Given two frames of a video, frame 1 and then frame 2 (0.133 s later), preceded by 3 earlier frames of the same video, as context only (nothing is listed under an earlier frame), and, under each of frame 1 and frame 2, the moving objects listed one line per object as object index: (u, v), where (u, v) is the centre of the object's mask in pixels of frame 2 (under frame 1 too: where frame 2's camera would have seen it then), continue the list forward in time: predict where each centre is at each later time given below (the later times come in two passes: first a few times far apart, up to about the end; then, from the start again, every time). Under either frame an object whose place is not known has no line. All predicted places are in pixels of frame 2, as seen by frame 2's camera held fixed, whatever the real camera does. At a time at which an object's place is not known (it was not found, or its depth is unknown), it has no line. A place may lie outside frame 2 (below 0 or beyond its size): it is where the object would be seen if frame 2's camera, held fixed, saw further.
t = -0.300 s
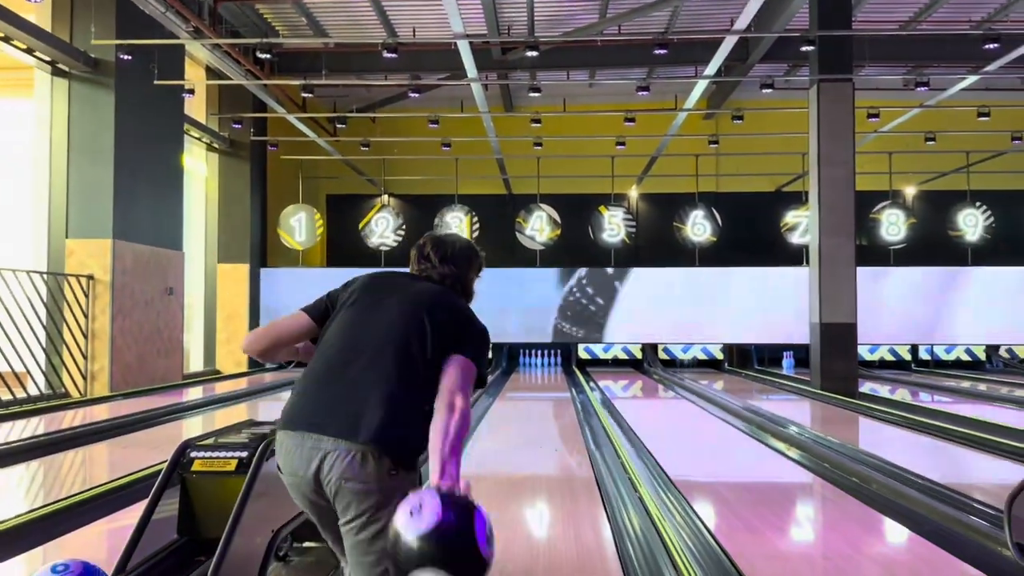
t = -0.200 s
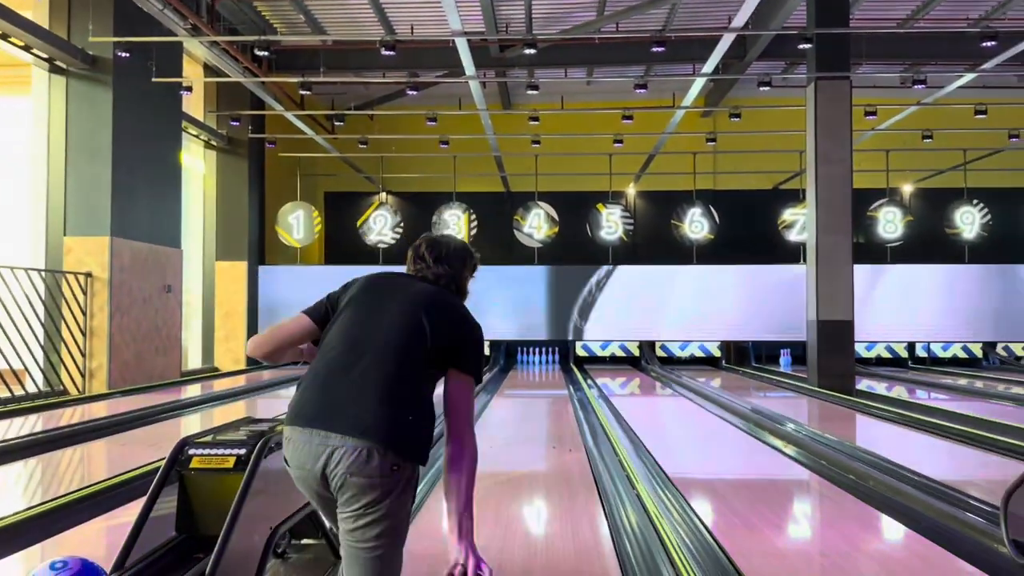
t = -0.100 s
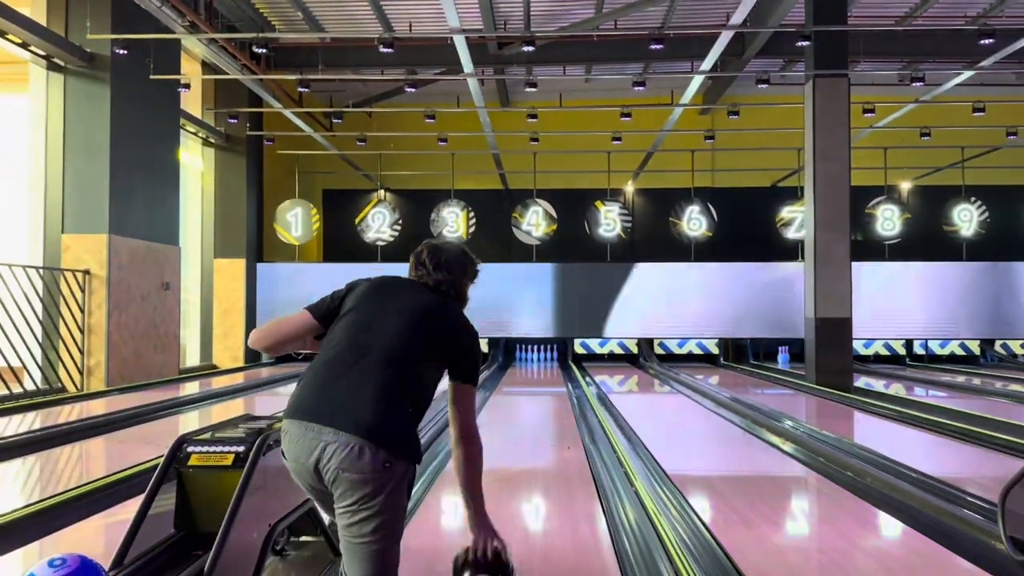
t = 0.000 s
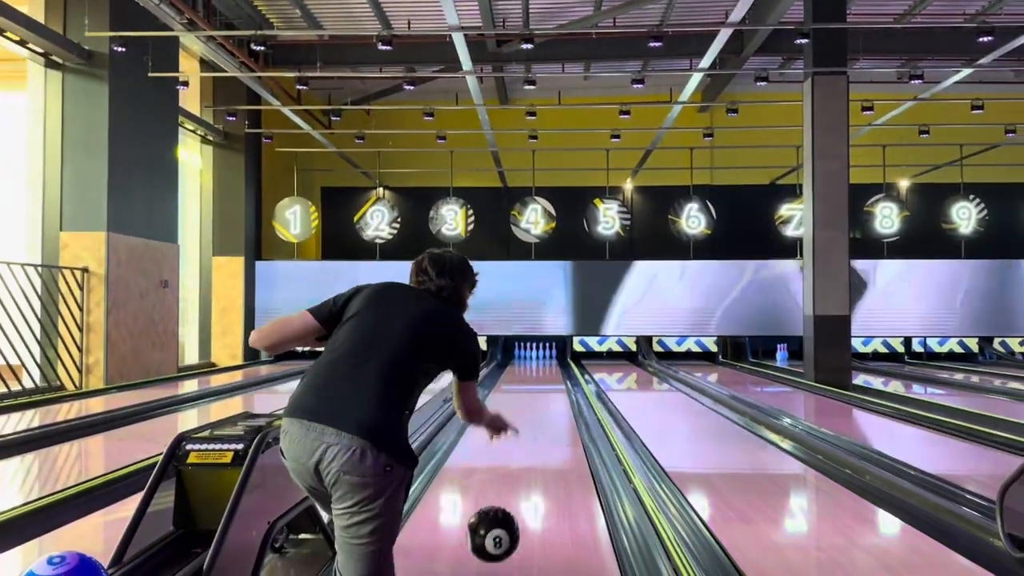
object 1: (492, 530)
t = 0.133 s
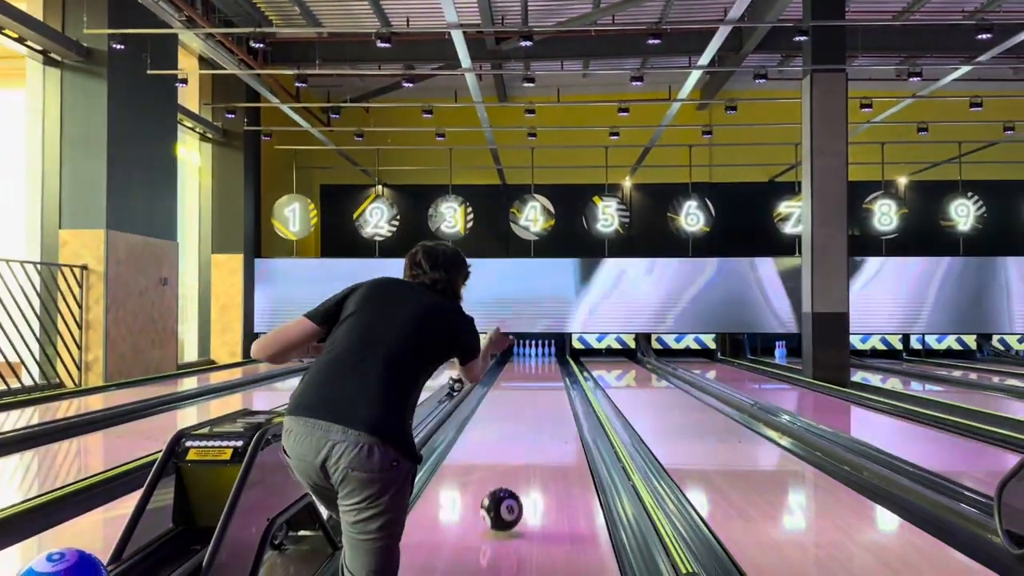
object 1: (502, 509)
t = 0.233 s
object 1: (506, 485)
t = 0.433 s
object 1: (513, 448)
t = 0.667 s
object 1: (517, 422)
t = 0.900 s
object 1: (520, 405)
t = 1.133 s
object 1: (522, 392)
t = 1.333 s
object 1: (522, 384)
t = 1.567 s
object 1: (524, 377)
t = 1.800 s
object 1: (524, 372)
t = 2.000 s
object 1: (524, 368)
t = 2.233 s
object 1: (525, 363)
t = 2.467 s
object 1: (526, 361)
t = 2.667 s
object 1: (526, 359)
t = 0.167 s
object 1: (503, 499)
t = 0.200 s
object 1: (505, 493)
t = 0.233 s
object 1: (506, 485)
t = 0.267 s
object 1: (508, 477)
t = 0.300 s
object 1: (509, 470)
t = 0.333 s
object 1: (510, 464)
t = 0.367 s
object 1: (511, 458)
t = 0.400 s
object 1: (515, 455)
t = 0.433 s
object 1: (513, 448)
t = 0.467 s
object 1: (514, 443)
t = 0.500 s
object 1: (515, 439)
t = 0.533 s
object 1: (515, 436)
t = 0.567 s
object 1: (516, 432)
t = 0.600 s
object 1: (516, 429)
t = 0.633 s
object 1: (517, 425)
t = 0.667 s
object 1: (517, 422)
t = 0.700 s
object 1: (518, 419)
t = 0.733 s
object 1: (518, 417)
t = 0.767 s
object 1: (519, 414)
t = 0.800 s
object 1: (519, 411)
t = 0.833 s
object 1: (519, 409)
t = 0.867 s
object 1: (520, 407)
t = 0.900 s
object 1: (520, 405)
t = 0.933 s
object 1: (520, 403)
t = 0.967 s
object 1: (520, 401)
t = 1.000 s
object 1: (520, 399)
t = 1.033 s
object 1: (521, 397)
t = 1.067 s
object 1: (521, 396)
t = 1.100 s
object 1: (522, 394)
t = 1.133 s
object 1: (522, 392)
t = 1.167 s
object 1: (522, 391)
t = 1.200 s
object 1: (522, 390)
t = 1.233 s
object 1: (522, 388)
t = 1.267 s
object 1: (523, 387)
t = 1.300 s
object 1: (523, 386)
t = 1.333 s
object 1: (522, 384)
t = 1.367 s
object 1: (523, 383)
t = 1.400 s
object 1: (523, 382)
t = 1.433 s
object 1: (523, 381)
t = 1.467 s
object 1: (523, 380)
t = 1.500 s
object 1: (523, 378)
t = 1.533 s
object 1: (523, 378)
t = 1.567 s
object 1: (524, 377)
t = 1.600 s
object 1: (523, 376)
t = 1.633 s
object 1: (524, 375)
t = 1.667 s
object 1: (524, 375)
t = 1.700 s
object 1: (524, 373)
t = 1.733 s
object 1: (524, 373)
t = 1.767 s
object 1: (524, 372)
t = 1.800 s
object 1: (524, 372)
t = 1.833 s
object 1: (524, 371)
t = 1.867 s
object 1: (524, 370)
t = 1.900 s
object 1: (525, 369)
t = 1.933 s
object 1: (525, 369)
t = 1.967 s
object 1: (525, 368)
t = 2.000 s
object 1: (524, 368)
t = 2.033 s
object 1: (524, 367)
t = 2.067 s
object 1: (525, 366)
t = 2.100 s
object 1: (525, 366)
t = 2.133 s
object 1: (525, 365)
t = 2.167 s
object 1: (525, 364)
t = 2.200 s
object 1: (525, 363)
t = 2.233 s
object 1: (525, 363)
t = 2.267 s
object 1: (525, 363)
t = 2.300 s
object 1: (526, 363)
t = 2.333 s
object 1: (525, 362)
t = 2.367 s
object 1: (525, 362)
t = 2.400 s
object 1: (526, 361)
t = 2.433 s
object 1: (526, 360)
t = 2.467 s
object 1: (526, 361)
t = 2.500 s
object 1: (525, 360)
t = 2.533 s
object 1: (526, 360)
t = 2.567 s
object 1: (527, 360)
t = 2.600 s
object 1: (526, 358)
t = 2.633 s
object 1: (526, 360)
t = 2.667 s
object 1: (526, 359)
